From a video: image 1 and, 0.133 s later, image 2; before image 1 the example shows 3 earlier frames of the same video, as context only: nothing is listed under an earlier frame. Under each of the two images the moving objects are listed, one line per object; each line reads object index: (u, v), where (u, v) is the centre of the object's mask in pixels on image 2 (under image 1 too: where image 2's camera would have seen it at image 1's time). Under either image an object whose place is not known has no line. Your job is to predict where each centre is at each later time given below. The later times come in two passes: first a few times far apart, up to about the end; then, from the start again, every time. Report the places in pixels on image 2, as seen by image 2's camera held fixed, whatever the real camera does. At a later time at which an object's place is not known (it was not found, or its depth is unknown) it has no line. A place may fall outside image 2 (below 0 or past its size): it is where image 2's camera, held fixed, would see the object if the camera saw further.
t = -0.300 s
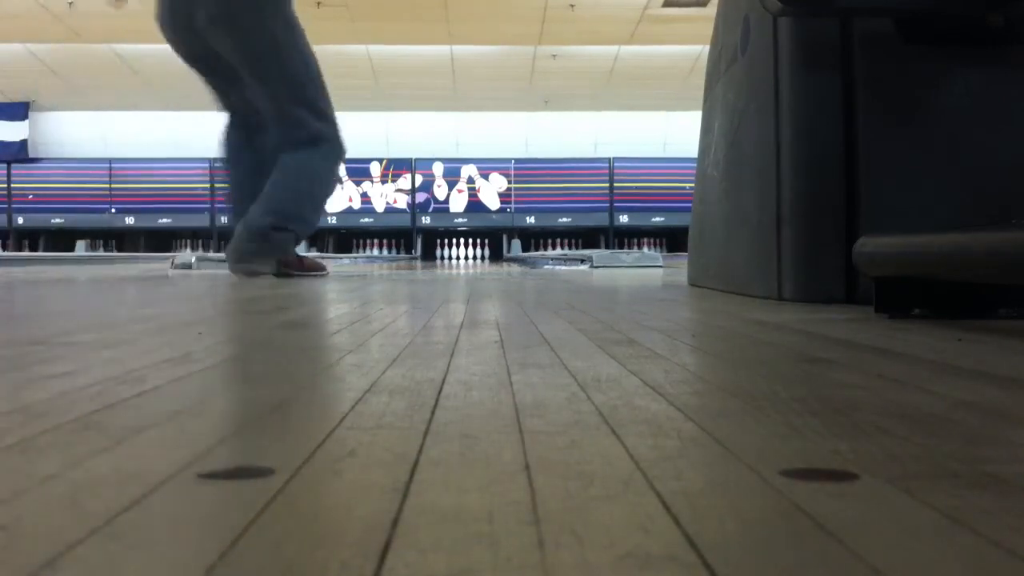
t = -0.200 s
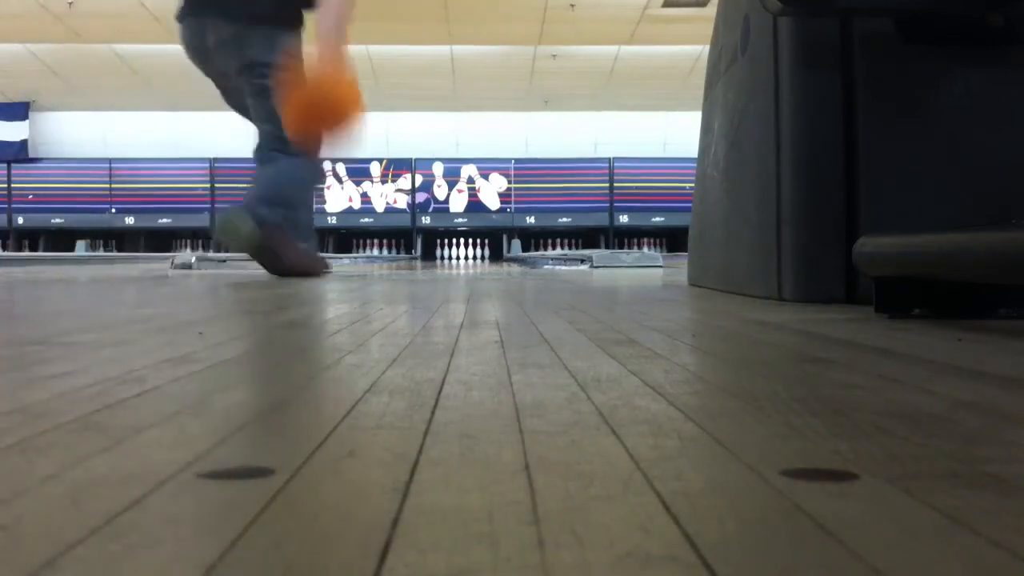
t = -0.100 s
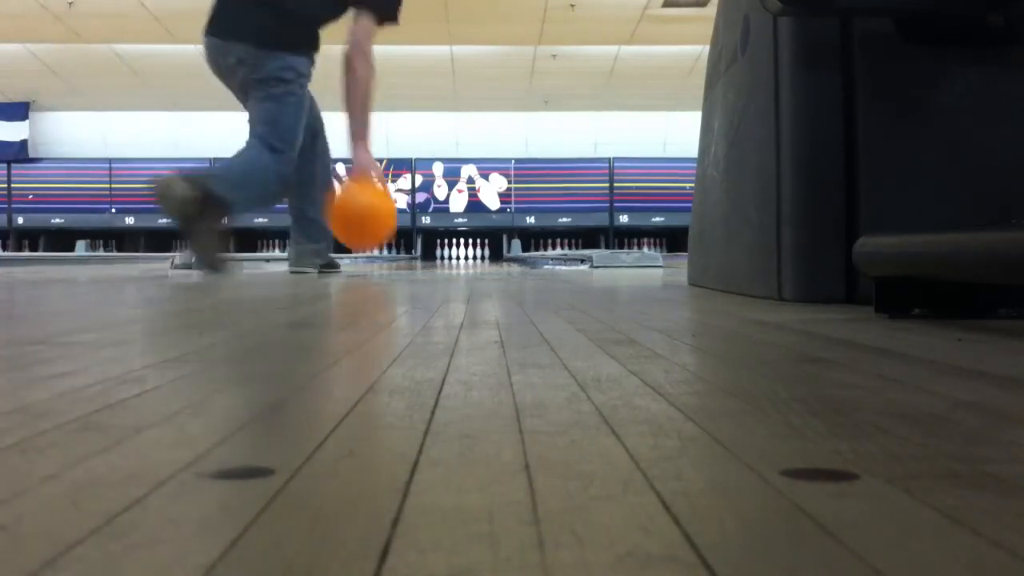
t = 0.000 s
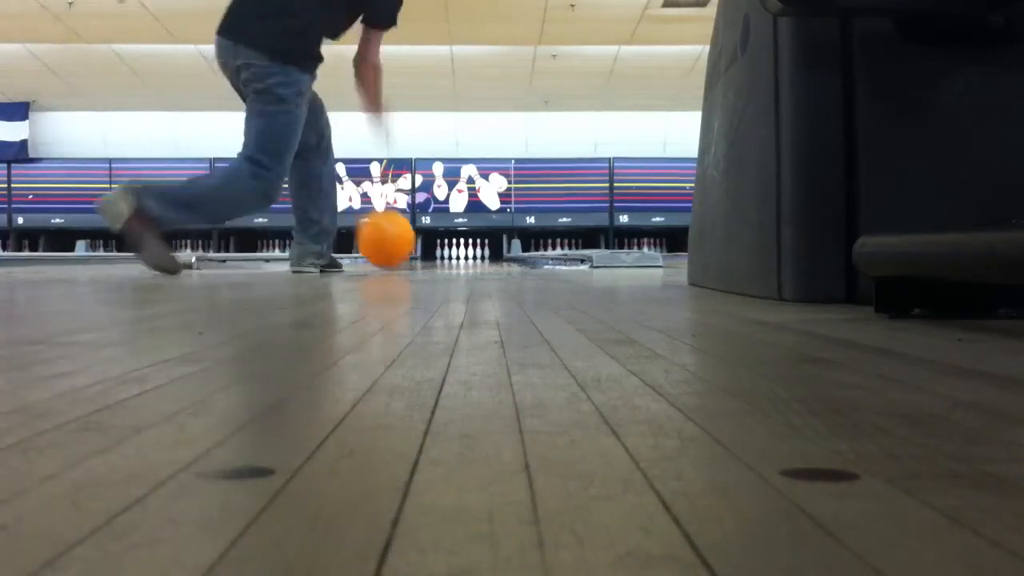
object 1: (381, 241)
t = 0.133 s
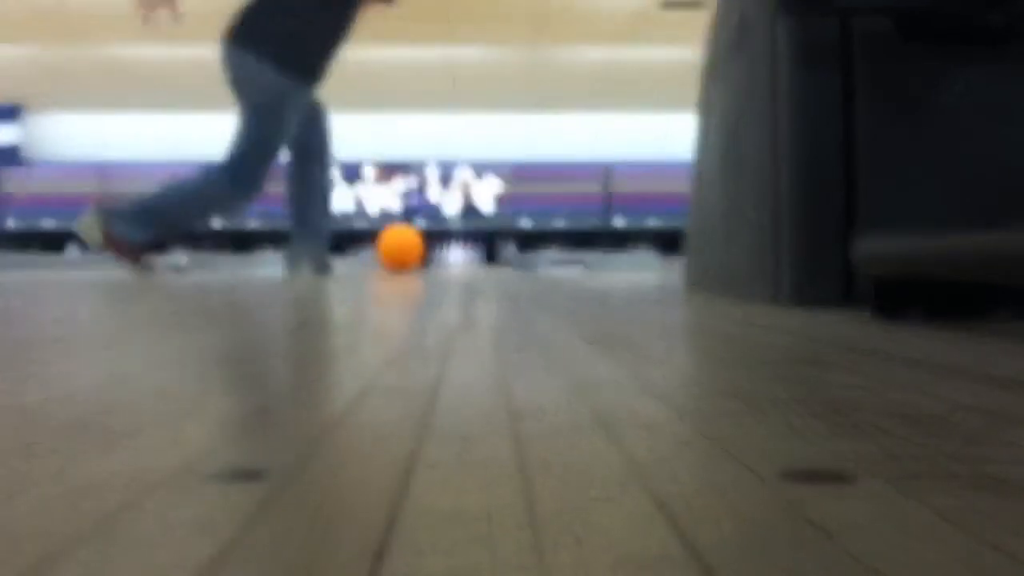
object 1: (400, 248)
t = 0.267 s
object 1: (414, 248)
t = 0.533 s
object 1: (431, 249)
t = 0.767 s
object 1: (439, 251)
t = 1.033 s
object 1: (447, 252)
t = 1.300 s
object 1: (452, 253)
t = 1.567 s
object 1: (455, 254)
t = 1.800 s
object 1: (456, 254)
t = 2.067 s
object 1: (458, 255)
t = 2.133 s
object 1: (458, 255)
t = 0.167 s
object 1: (405, 245)
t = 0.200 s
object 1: (408, 247)
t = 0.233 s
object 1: (412, 248)
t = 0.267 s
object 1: (414, 248)
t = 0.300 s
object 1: (417, 248)
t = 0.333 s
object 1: (419, 248)
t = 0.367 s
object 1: (422, 247)
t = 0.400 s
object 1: (424, 248)
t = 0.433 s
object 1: (426, 247)
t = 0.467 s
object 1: (427, 249)
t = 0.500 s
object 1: (428, 249)
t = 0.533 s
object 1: (431, 249)
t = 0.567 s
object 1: (432, 249)
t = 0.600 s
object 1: (433, 250)
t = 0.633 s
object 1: (435, 251)
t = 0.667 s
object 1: (436, 251)
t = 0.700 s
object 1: (437, 251)
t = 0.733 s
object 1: (439, 251)
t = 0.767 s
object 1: (439, 251)
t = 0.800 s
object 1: (440, 251)
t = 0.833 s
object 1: (441, 251)
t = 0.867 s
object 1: (442, 251)
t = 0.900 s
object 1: (443, 252)
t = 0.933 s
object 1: (444, 251)
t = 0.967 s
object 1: (445, 252)
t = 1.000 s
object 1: (445, 251)
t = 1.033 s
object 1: (447, 252)
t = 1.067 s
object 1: (447, 252)
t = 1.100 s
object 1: (447, 252)
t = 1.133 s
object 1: (448, 252)
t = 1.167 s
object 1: (449, 252)
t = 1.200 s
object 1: (449, 253)
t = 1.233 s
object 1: (450, 253)
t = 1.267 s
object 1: (451, 253)
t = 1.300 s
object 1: (452, 253)
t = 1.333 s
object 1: (452, 253)
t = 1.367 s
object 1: (452, 253)
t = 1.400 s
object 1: (453, 253)
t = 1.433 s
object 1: (453, 254)
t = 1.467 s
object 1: (453, 254)
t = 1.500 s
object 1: (454, 254)
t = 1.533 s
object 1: (454, 254)
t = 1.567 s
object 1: (455, 254)
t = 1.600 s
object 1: (455, 254)
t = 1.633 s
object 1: (455, 254)
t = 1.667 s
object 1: (456, 254)
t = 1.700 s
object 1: (456, 254)
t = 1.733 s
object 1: (456, 254)
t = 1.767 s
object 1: (456, 254)
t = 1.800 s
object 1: (456, 254)
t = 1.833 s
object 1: (456, 254)
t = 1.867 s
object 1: (456, 255)
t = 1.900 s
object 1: (457, 254)
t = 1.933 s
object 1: (457, 254)
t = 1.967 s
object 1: (458, 255)
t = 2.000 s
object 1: (457, 255)
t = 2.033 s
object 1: (458, 255)
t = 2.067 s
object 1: (458, 255)
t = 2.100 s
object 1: (458, 255)
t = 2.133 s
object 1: (458, 255)
